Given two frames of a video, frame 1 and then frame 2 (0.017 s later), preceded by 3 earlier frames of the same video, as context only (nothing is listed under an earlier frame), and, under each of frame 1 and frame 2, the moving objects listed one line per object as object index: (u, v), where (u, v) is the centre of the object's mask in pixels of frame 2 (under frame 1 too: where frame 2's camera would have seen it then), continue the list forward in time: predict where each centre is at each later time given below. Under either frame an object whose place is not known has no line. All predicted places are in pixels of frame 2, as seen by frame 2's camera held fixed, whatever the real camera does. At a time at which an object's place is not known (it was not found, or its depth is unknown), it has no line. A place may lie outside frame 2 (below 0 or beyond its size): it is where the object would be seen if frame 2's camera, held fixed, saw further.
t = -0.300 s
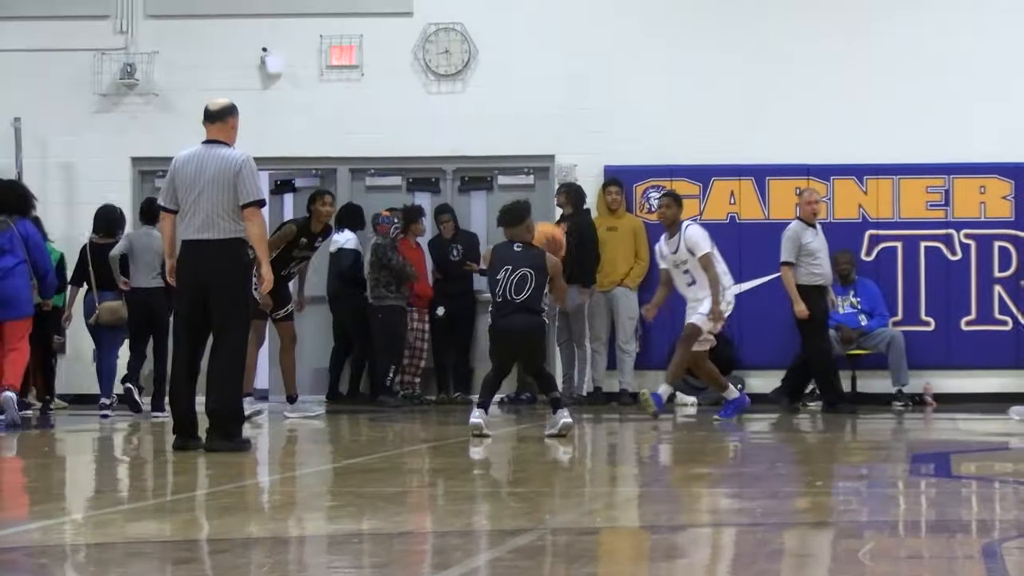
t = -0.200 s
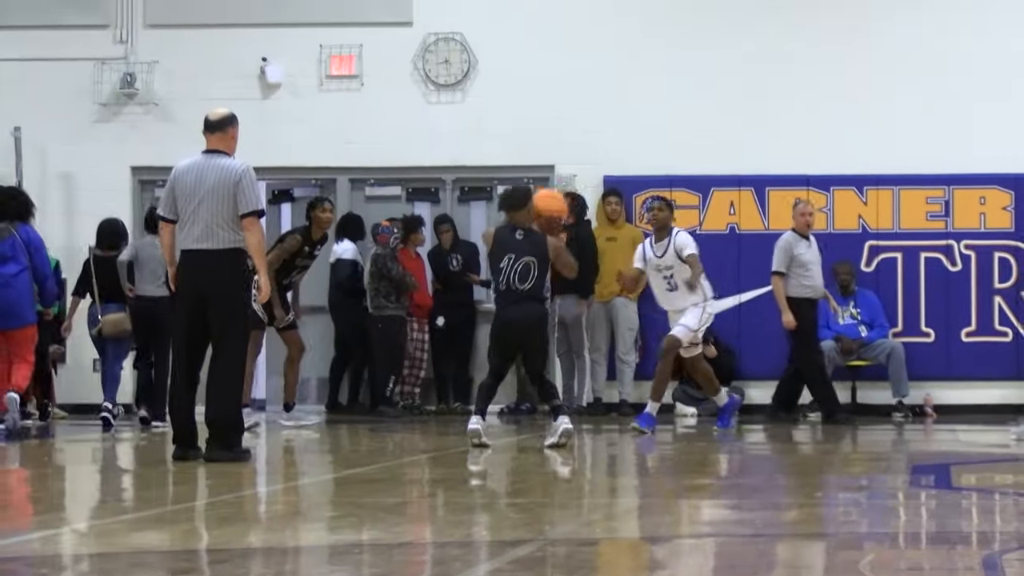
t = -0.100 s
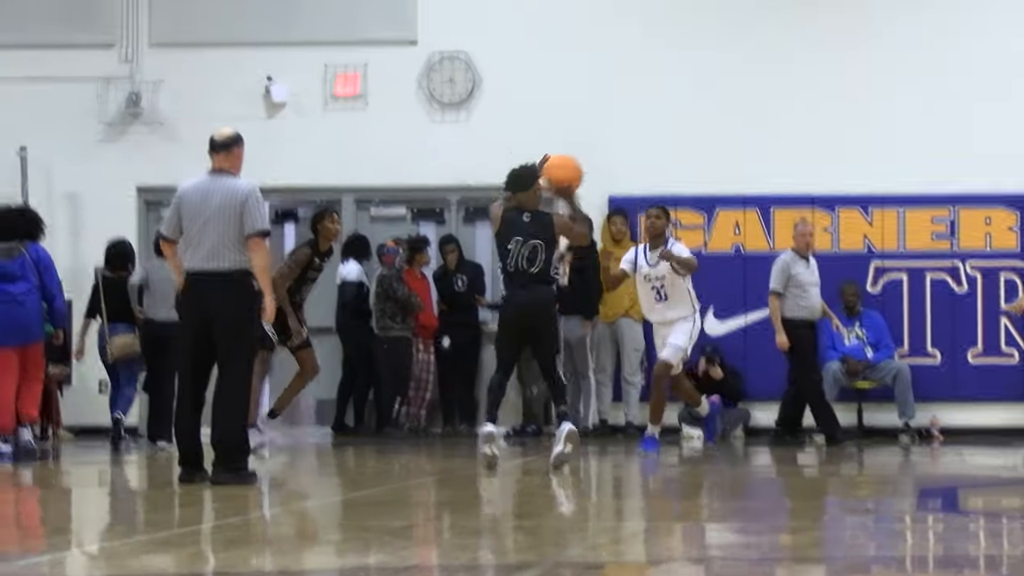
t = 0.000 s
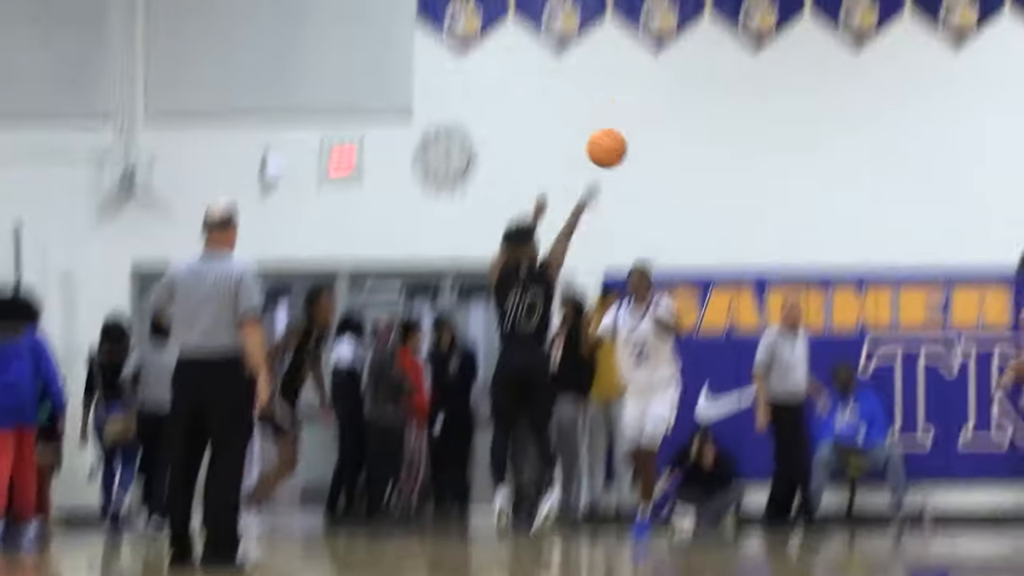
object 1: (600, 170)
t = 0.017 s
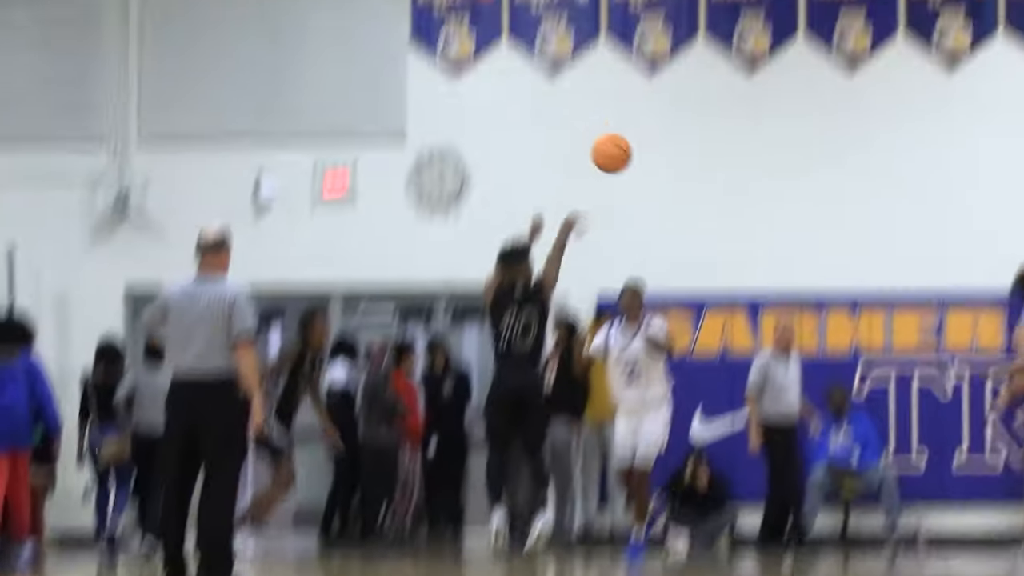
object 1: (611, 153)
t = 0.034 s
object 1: (621, 136)
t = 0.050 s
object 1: (633, 118)
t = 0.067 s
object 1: (643, 103)
